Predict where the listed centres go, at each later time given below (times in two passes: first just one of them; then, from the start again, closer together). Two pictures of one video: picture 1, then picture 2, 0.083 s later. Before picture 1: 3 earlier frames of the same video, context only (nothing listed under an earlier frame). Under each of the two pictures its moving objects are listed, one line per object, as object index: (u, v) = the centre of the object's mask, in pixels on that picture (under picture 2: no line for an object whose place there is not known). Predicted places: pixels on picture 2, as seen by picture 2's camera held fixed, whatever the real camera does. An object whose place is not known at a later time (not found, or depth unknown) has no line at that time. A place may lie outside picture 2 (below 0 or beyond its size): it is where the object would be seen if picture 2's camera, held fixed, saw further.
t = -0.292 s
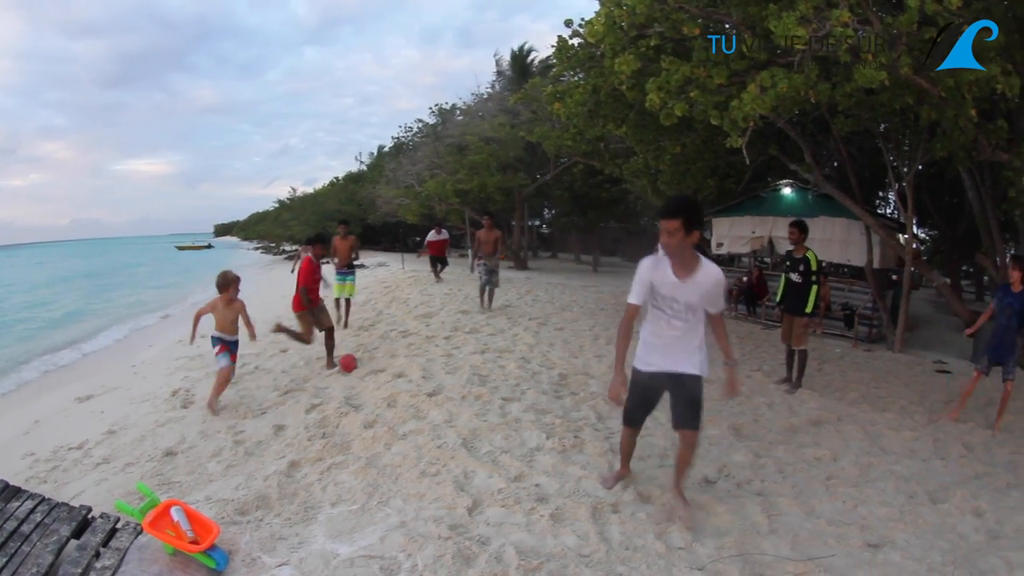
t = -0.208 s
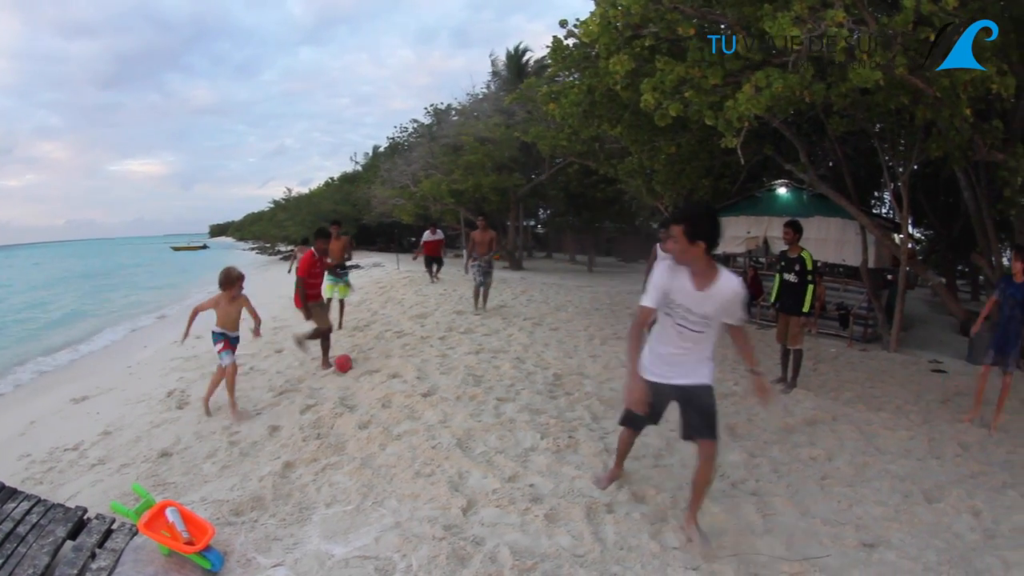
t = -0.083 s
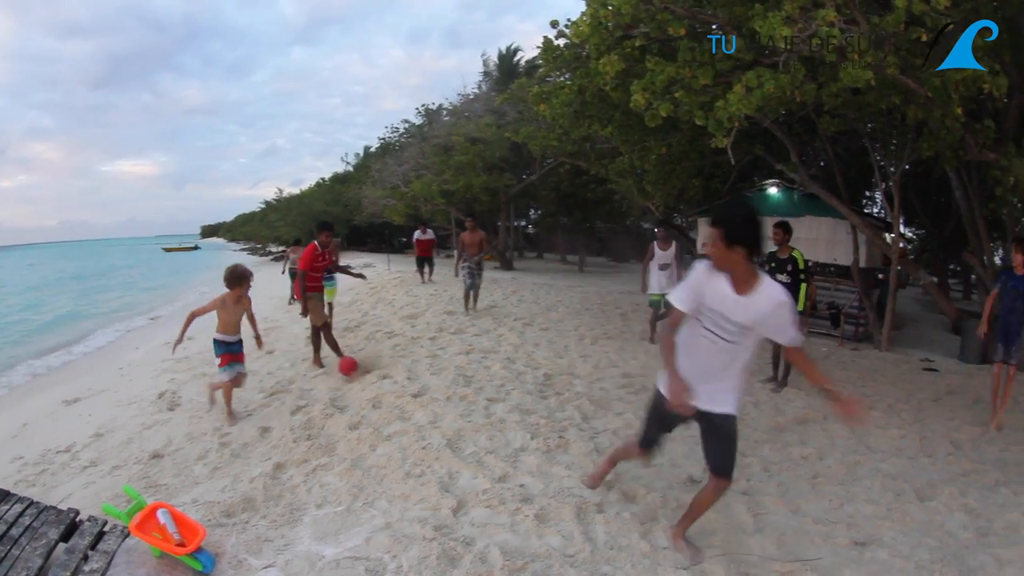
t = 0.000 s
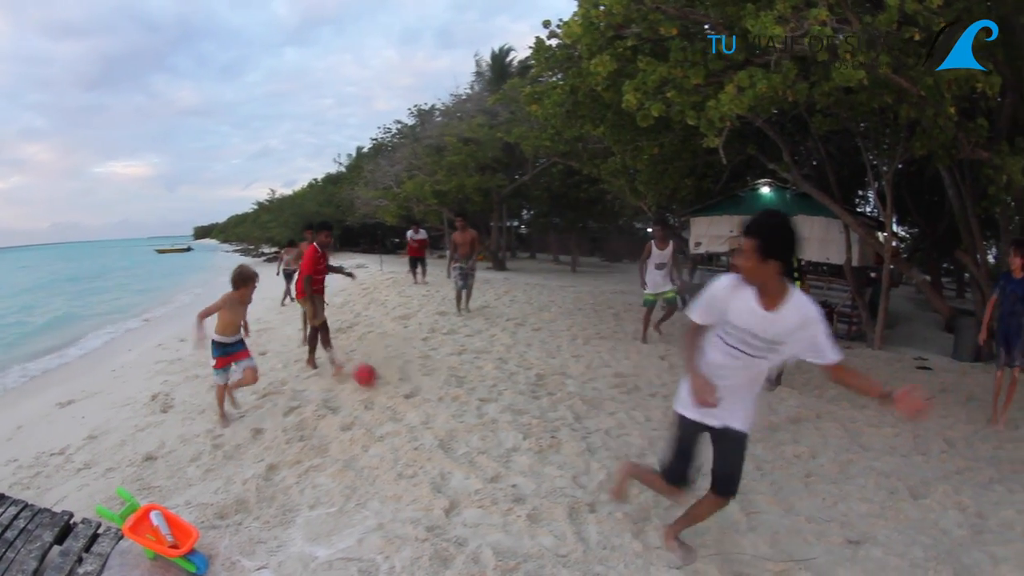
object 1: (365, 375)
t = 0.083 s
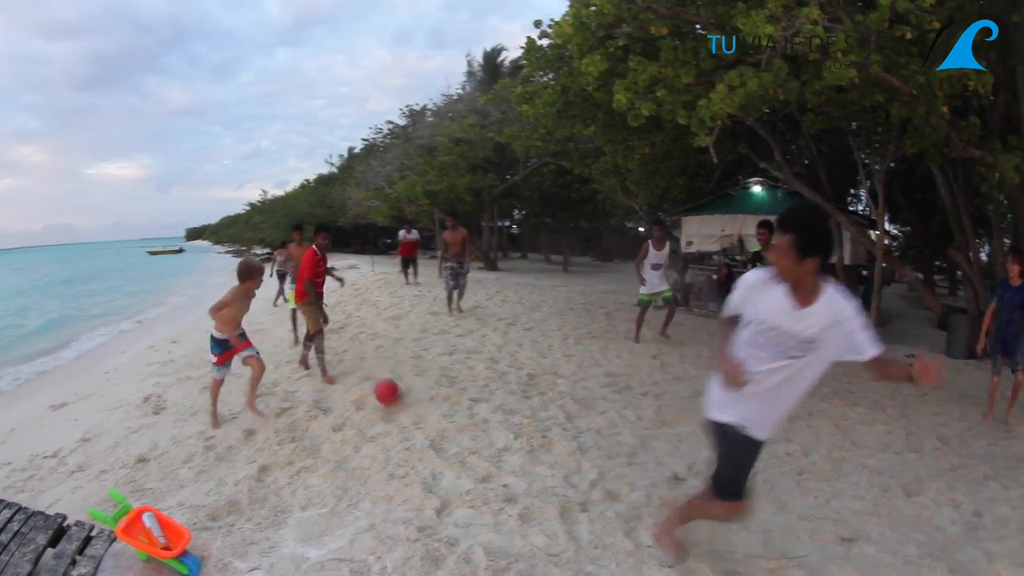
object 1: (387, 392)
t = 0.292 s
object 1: (479, 456)
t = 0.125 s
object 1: (405, 405)
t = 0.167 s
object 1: (425, 420)
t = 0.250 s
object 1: (459, 441)
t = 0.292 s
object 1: (479, 456)
